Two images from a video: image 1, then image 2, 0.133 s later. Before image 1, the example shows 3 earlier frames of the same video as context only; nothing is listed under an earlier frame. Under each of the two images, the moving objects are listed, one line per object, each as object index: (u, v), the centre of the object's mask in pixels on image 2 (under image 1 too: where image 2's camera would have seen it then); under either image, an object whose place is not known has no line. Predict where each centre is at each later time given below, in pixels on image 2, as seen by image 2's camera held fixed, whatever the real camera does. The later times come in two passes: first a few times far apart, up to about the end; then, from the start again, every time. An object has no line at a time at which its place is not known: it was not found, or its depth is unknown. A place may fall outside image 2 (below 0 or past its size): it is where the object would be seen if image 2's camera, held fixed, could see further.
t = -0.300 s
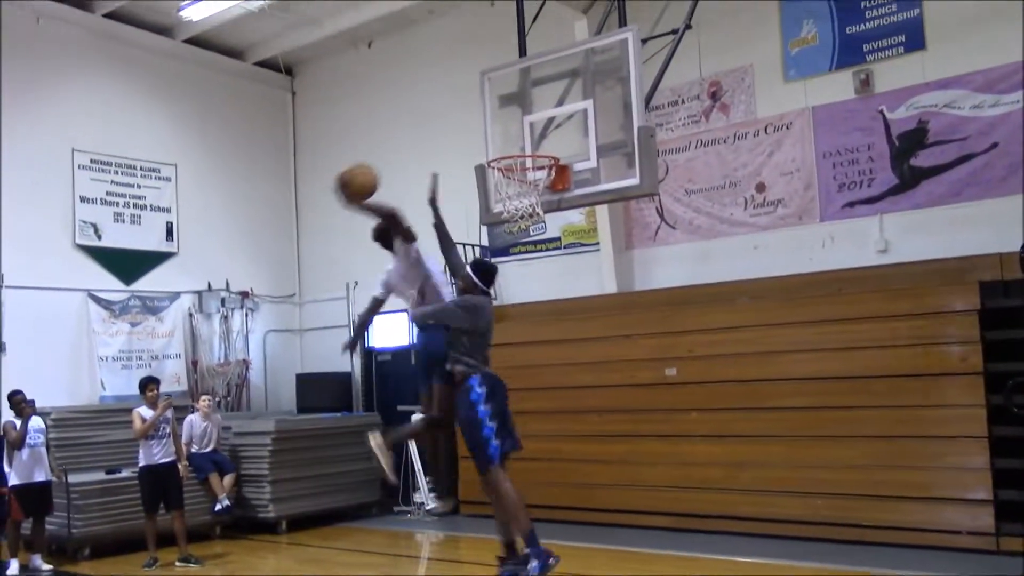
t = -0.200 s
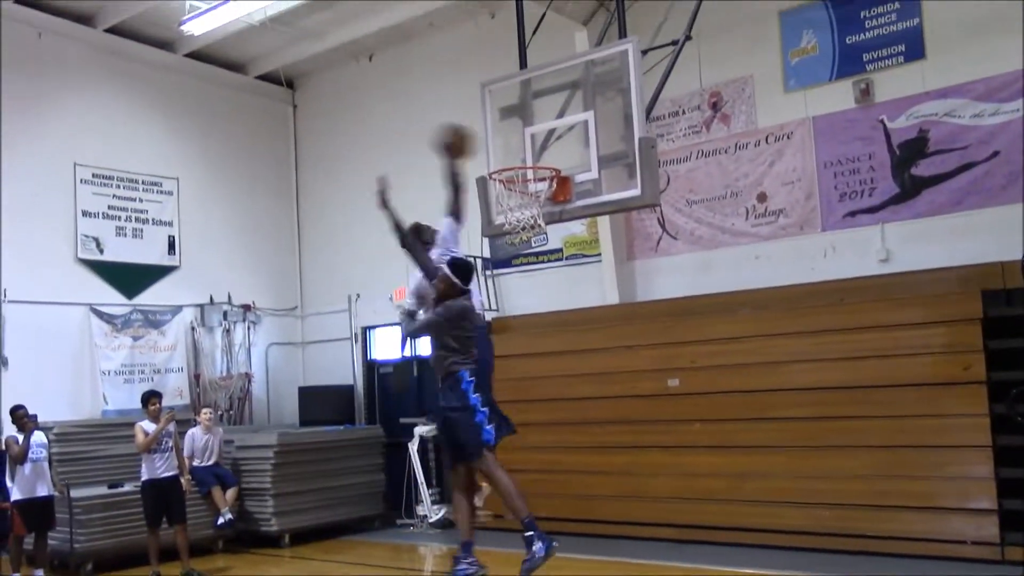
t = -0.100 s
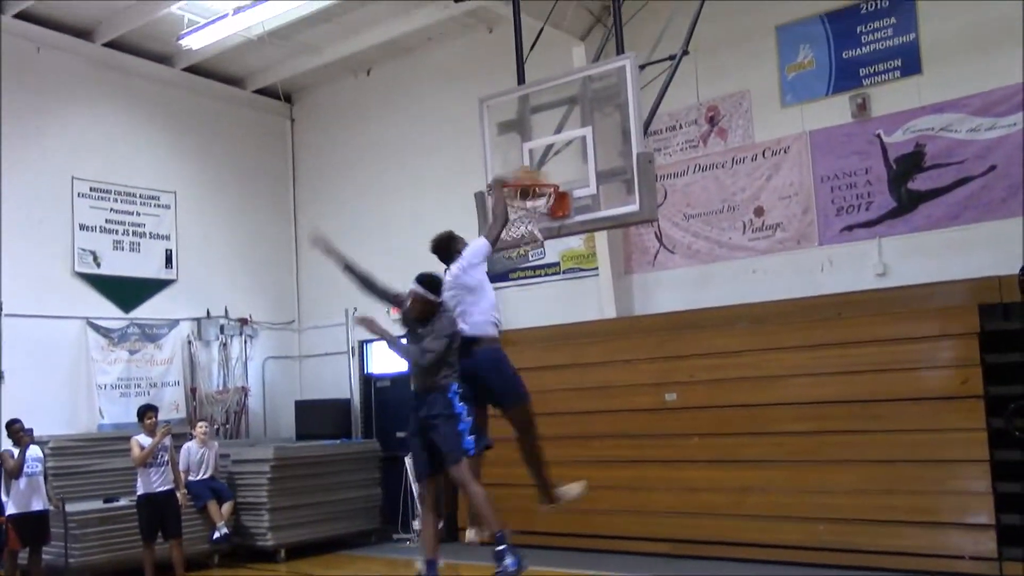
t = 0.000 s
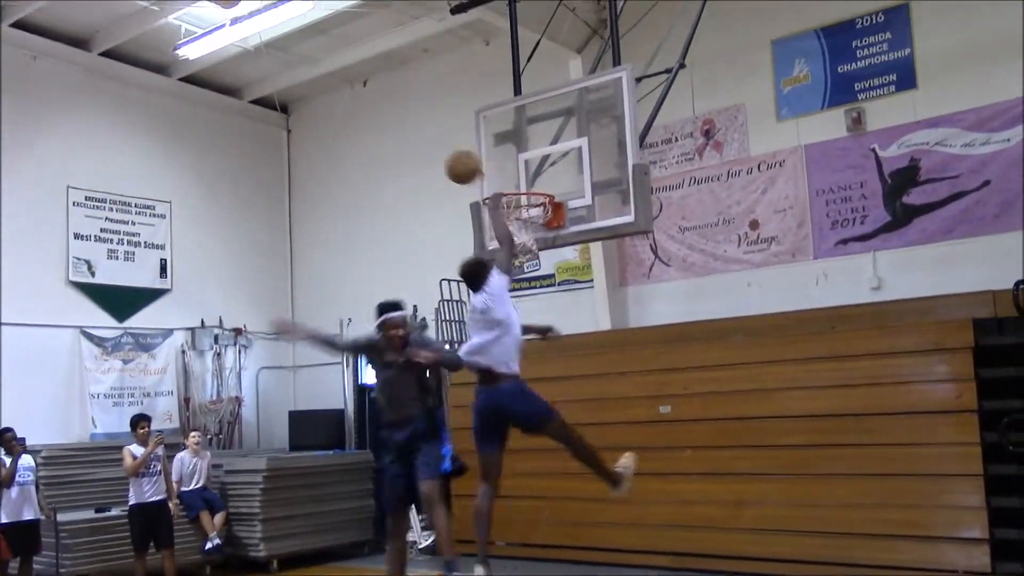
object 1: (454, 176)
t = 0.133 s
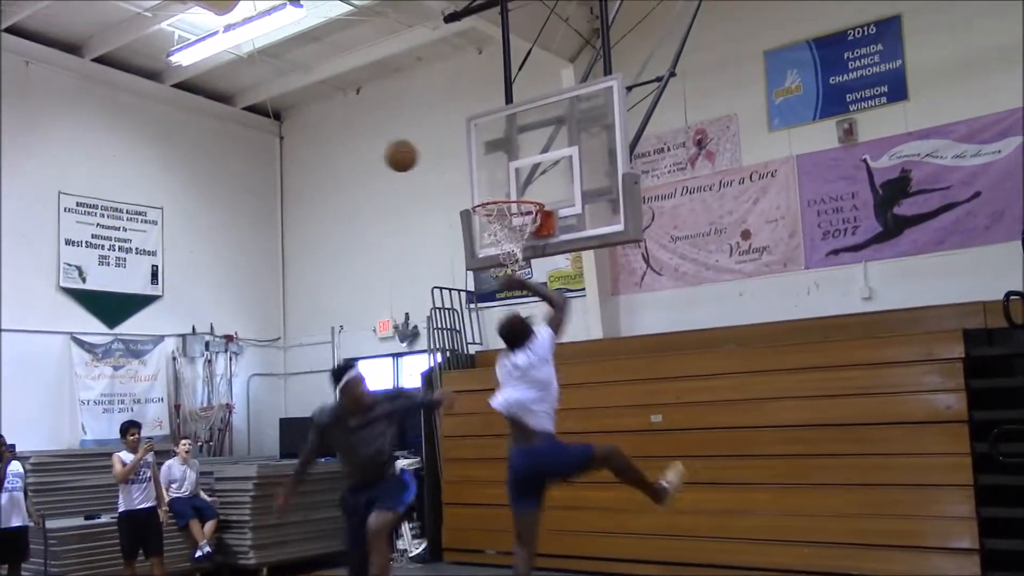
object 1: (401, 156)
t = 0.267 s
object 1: (353, 160)
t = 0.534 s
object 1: (268, 229)
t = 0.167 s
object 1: (388, 154)
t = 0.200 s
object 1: (377, 154)
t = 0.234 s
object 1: (365, 156)
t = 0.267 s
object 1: (353, 160)
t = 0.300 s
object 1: (341, 165)
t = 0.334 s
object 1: (332, 171)
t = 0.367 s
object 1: (321, 178)
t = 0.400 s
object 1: (311, 186)
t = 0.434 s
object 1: (300, 195)
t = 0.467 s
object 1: (289, 205)
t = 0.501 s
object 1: (278, 216)
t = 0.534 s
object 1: (268, 229)
